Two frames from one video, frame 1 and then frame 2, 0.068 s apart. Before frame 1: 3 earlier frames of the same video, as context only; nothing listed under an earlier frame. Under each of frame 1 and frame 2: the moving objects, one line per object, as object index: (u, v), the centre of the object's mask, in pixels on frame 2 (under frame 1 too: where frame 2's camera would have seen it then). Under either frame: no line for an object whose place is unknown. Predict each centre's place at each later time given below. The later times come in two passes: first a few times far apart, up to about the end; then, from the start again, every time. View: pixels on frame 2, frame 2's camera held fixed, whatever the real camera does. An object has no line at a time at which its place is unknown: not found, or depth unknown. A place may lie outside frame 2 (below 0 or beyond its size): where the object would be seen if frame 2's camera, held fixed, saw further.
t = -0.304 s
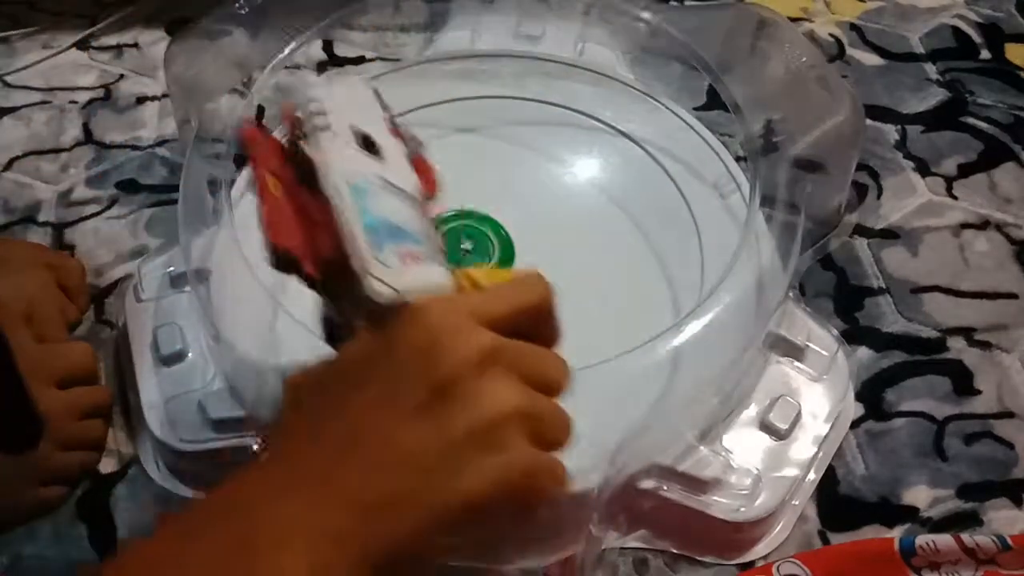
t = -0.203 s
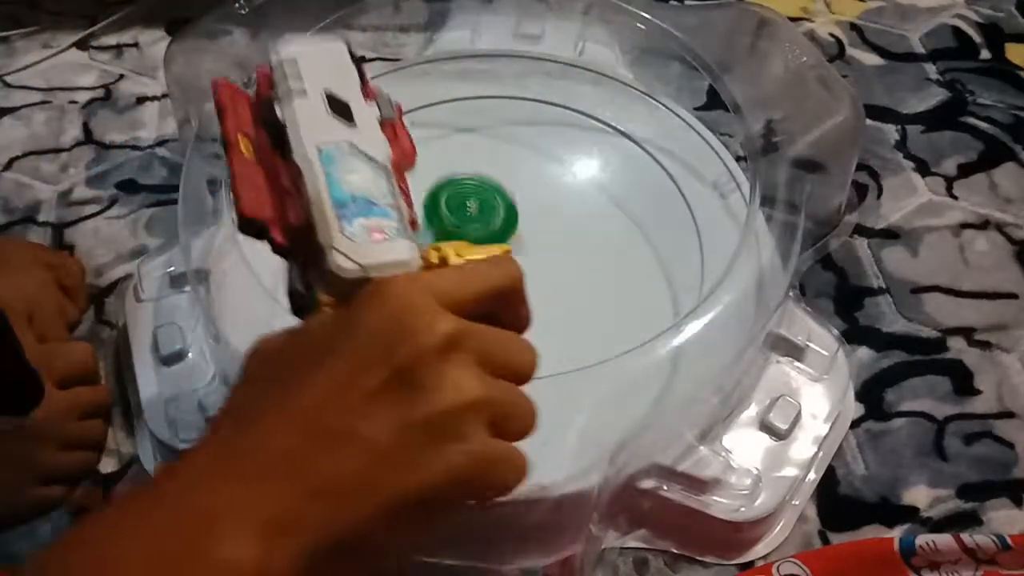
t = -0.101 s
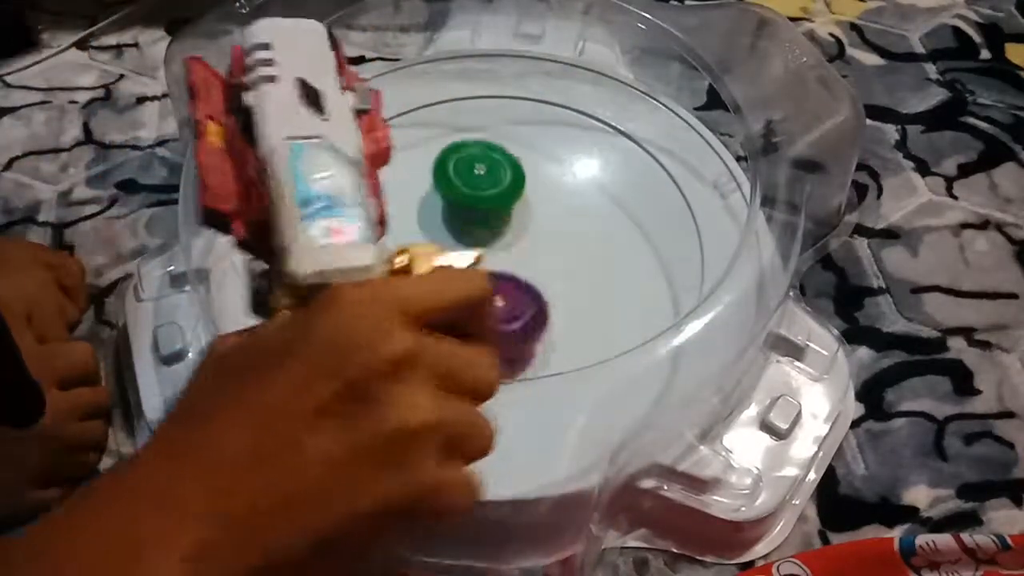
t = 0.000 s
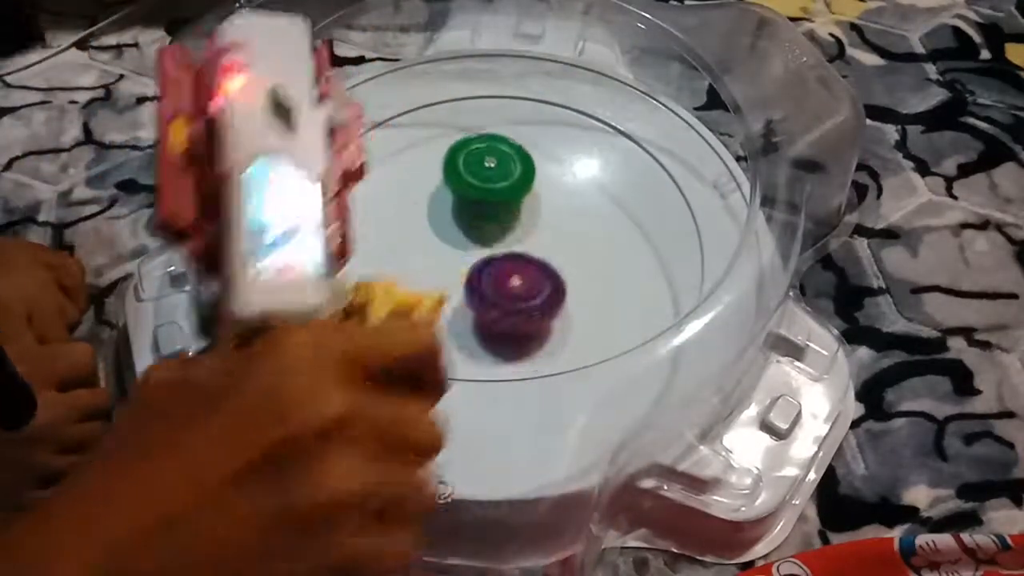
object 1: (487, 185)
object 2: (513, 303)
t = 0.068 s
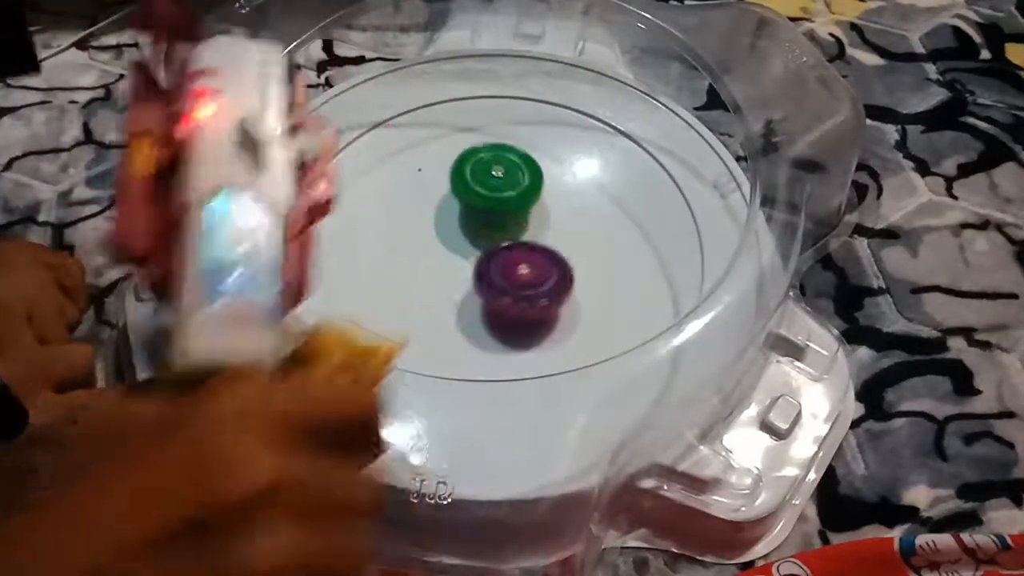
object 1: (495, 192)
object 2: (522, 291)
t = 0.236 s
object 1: (498, 208)
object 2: (556, 288)
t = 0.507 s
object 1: (501, 232)
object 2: (576, 294)
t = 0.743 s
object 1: (487, 240)
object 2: (578, 284)
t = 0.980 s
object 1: (470, 232)
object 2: (567, 260)
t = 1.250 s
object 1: (459, 225)
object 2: (561, 228)
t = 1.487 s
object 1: (452, 226)
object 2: (554, 209)
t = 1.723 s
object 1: (443, 233)
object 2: (535, 199)
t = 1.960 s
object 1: (438, 249)
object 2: (514, 189)
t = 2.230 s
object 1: (440, 265)
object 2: (486, 182)
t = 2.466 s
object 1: (456, 282)
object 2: (460, 187)
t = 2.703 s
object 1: (464, 283)
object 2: (433, 195)
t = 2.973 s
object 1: (478, 284)
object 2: (412, 212)
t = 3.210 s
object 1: (503, 272)
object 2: (409, 234)
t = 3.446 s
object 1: (519, 262)
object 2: (414, 257)
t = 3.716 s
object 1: (531, 247)
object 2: (432, 282)
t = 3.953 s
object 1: (533, 236)
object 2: (458, 301)
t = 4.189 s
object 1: (522, 222)
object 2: (489, 310)
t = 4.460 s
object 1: (501, 219)
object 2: (529, 308)
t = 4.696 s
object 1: (486, 229)
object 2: (558, 292)
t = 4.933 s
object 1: (474, 236)
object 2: (569, 268)
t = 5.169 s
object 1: (464, 247)
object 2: (574, 241)
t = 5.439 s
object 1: (466, 258)
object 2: (562, 215)
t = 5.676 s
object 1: (474, 263)
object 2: (541, 194)
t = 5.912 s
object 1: (480, 266)
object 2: (512, 178)
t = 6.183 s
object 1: (489, 276)
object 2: (469, 184)
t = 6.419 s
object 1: (500, 277)
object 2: (434, 202)
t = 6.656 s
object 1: (506, 272)
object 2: (417, 232)
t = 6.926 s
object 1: (518, 268)
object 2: (416, 256)
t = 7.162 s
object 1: (531, 252)
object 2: (428, 275)
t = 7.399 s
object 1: (538, 236)
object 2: (451, 288)
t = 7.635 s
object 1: (540, 203)
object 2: (471, 307)
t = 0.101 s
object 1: (498, 195)
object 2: (527, 287)
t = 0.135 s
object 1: (500, 198)
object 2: (531, 283)
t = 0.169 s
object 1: (499, 201)
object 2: (540, 283)
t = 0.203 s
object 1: (498, 204)
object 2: (549, 286)
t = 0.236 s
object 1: (498, 208)
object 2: (556, 288)
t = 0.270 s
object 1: (498, 212)
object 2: (561, 290)
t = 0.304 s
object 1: (499, 215)
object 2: (565, 292)
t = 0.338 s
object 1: (500, 219)
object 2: (567, 293)
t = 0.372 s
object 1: (501, 222)
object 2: (569, 293)
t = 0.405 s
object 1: (503, 226)
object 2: (569, 293)
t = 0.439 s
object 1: (504, 229)
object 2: (571, 293)
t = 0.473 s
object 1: (503, 230)
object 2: (574, 293)
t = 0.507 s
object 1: (501, 232)
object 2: (576, 294)
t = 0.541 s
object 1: (501, 235)
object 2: (576, 293)
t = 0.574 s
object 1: (500, 236)
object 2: (577, 293)
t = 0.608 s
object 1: (497, 237)
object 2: (579, 292)
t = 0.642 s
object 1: (494, 237)
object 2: (579, 291)
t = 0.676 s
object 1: (492, 238)
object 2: (579, 289)
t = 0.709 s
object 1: (491, 239)
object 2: (577, 286)
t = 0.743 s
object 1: (487, 240)
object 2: (578, 284)
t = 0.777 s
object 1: (483, 239)
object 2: (578, 281)
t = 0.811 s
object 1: (481, 238)
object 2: (576, 278)
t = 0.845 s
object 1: (479, 237)
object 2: (574, 274)
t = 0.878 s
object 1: (478, 236)
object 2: (571, 271)
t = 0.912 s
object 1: (474, 235)
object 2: (571, 267)
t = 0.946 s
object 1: (472, 233)
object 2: (569, 263)
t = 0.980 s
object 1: (470, 232)
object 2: (567, 260)
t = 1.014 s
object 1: (468, 231)
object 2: (567, 256)
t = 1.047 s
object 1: (466, 230)
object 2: (567, 251)
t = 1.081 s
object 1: (464, 229)
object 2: (566, 247)
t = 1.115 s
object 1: (464, 228)
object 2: (565, 243)
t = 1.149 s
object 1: (463, 228)
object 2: (564, 239)
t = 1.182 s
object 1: (461, 226)
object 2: (563, 235)
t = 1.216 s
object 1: (460, 226)
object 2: (562, 232)
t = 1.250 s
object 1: (459, 225)
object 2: (561, 228)
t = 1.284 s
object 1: (458, 225)
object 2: (560, 225)
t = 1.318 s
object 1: (457, 224)
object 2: (558, 222)
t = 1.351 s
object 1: (456, 224)
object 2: (557, 219)
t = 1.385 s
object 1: (454, 225)
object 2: (557, 216)
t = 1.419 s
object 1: (453, 226)
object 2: (557, 213)
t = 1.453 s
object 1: (452, 226)
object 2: (556, 211)
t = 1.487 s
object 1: (452, 226)
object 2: (554, 209)
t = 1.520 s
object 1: (452, 226)
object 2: (551, 208)
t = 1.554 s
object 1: (451, 227)
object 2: (549, 206)
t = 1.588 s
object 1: (448, 229)
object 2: (547, 204)
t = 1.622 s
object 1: (446, 230)
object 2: (545, 202)
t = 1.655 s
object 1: (445, 231)
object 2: (542, 201)
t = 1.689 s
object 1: (445, 232)
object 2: (538, 200)
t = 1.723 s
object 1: (443, 233)
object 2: (535, 199)
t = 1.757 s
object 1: (441, 236)
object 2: (533, 197)
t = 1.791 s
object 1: (440, 238)
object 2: (530, 196)
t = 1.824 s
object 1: (440, 240)
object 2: (527, 195)
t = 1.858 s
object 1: (440, 242)
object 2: (523, 194)
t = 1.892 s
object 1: (439, 245)
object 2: (521, 192)
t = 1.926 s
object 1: (438, 247)
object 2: (518, 190)
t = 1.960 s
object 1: (438, 249)
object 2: (514, 189)
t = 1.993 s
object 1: (438, 250)
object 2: (510, 188)
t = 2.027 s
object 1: (438, 252)
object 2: (507, 187)
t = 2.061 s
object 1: (438, 255)
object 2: (504, 185)
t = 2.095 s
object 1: (438, 256)
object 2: (500, 183)
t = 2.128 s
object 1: (438, 258)
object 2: (497, 183)
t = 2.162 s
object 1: (439, 259)
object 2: (493, 183)
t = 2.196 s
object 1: (439, 262)
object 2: (490, 182)
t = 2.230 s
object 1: (440, 265)
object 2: (486, 182)
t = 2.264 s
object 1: (442, 267)
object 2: (483, 181)
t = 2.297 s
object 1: (444, 269)
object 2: (479, 182)
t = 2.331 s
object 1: (446, 273)
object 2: (476, 183)
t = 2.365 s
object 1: (449, 275)
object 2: (472, 184)
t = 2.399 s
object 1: (452, 278)
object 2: (468, 185)
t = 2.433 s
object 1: (454, 281)
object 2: (464, 186)
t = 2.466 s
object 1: (456, 282)
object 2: (460, 187)
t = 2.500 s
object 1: (458, 282)
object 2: (456, 188)
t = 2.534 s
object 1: (459, 282)
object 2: (452, 189)
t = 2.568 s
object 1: (460, 283)
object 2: (448, 190)
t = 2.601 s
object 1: (461, 284)
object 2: (444, 191)
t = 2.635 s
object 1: (462, 284)
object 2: (440, 192)
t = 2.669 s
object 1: (462, 283)
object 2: (437, 194)
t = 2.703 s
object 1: (464, 283)
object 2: (433, 195)
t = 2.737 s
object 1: (465, 283)
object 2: (428, 197)
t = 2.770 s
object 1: (467, 283)
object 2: (424, 199)
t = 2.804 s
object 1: (468, 282)
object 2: (421, 201)
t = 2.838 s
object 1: (469, 282)
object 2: (419, 203)
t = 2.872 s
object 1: (471, 282)
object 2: (416, 205)
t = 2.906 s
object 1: (474, 283)
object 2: (414, 207)
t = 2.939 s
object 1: (476, 283)
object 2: (412, 209)
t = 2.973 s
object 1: (478, 284)
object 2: (412, 212)
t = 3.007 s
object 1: (481, 284)
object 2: (411, 215)
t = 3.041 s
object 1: (484, 283)
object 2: (412, 218)
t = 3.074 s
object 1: (489, 281)
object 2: (412, 222)
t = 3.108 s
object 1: (494, 279)
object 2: (411, 225)
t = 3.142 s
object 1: (498, 277)
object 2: (410, 228)
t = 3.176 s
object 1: (500, 274)
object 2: (410, 231)
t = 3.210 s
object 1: (503, 272)
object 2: (409, 234)
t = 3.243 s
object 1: (505, 271)
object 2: (409, 237)
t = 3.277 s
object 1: (507, 271)
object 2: (409, 240)
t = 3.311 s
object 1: (509, 269)
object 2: (410, 244)
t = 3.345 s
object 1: (511, 268)
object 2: (411, 247)
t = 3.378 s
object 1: (514, 265)
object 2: (412, 250)
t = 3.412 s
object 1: (517, 264)
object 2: (412, 253)
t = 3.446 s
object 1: (519, 262)
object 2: (414, 257)
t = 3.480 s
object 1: (520, 259)
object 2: (415, 260)
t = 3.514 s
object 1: (522, 257)
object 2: (418, 263)
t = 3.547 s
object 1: (524, 254)
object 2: (419, 267)
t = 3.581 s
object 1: (525, 252)
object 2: (421, 270)
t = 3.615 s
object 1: (527, 250)
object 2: (423, 273)
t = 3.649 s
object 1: (528, 249)
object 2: (426, 276)
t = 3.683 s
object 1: (530, 248)
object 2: (429, 279)
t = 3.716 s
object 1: (531, 247)
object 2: (432, 282)
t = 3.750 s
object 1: (532, 246)
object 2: (436, 284)
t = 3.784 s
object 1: (533, 244)
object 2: (440, 287)
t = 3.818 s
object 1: (533, 242)
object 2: (443, 290)
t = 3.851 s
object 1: (534, 240)
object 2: (447, 293)
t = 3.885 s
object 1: (534, 239)
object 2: (451, 296)
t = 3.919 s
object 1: (534, 238)
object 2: (454, 299)
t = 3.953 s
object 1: (533, 236)
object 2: (458, 301)
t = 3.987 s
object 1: (532, 234)
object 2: (462, 303)
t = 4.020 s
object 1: (531, 233)
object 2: (466, 305)
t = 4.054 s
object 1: (530, 230)
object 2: (470, 306)
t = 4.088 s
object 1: (528, 228)
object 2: (474, 308)
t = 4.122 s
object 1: (527, 226)
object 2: (479, 309)
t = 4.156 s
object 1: (525, 224)
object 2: (484, 309)
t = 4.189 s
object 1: (522, 222)
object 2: (489, 310)
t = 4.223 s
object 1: (520, 221)
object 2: (493, 311)
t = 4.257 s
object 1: (517, 219)
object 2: (499, 311)
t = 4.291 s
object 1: (514, 218)
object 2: (504, 311)
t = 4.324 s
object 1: (512, 218)
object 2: (509, 311)
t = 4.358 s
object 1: (510, 218)
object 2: (514, 310)
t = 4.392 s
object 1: (507, 218)
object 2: (519, 310)
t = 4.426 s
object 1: (504, 219)
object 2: (524, 309)
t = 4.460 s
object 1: (501, 219)
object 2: (529, 308)
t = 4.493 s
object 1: (498, 220)
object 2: (534, 307)
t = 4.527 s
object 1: (496, 222)
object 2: (538, 304)
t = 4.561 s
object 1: (494, 224)
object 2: (543, 302)
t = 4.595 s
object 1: (492, 225)
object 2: (547, 299)
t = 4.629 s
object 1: (490, 226)
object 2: (551, 297)
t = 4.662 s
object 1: (488, 228)
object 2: (554, 294)
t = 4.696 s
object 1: (486, 229)
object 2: (558, 292)
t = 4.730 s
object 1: (485, 230)
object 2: (561, 289)
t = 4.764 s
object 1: (484, 232)
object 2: (563, 286)
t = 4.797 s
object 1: (482, 233)
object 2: (565, 282)
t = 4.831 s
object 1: (480, 233)
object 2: (566, 279)
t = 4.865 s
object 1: (478, 234)
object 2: (568, 275)
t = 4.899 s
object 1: (476, 235)
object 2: (568, 271)
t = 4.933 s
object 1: (474, 236)
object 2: (569, 268)
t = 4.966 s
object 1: (473, 237)
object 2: (570, 264)
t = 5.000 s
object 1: (471, 238)
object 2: (571, 261)
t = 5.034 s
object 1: (471, 240)
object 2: (571, 257)
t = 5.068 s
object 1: (469, 242)
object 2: (571, 253)
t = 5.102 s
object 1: (468, 243)
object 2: (571, 249)
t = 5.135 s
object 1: (468, 245)
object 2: (571, 246)
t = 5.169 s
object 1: (464, 247)
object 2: (574, 241)
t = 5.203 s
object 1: (462, 249)
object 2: (574, 237)
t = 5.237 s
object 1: (462, 251)
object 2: (572, 234)
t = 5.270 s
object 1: (463, 252)
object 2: (571, 231)
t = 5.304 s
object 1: (465, 253)
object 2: (569, 229)
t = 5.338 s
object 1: (467, 253)
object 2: (566, 227)
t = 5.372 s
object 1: (469, 254)
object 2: (564, 224)
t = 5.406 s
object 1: (467, 256)
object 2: (564, 220)
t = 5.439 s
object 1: (466, 258)
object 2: (562, 215)
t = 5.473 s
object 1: (467, 260)
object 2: (560, 212)
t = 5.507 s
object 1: (468, 261)
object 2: (558, 209)
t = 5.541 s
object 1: (471, 261)
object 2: (555, 207)
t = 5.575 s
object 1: (473, 261)
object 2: (551, 204)
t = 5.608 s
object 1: (474, 260)
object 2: (548, 202)
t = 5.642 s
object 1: (474, 262)
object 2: (545, 197)
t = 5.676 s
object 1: (474, 263)
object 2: (541, 194)
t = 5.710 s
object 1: (476, 263)
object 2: (537, 191)
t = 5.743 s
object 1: (477, 263)
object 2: (534, 188)
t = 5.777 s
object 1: (477, 264)
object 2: (530, 185)
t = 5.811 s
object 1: (478, 265)
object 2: (525, 183)
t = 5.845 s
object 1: (479, 266)
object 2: (521, 181)
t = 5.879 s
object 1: (480, 266)
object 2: (517, 179)
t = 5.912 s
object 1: (480, 266)
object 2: (512, 178)
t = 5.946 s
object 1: (481, 267)
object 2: (507, 178)
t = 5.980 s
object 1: (482, 269)
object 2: (503, 177)
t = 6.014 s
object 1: (482, 270)
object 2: (498, 177)
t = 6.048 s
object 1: (483, 272)
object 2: (493, 178)
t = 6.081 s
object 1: (484, 273)
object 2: (487, 179)
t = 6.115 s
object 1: (485, 273)
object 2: (481, 180)
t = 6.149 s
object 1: (488, 275)
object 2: (475, 182)
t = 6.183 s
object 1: (489, 276)
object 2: (469, 184)
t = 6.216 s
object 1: (490, 277)
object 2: (463, 187)
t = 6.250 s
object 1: (492, 277)
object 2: (458, 190)
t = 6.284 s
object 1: (493, 278)
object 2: (452, 193)
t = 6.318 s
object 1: (495, 278)
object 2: (447, 196)
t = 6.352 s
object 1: (496, 277)
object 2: (443, 199)
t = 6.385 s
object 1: (497, 277)
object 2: (439, 199)
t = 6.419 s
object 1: (500, 277)
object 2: (434, 202)
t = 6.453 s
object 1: (501, 277)
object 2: (430, 205)
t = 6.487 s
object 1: (502, 276)
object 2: (428, 209)
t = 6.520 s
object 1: (504, 275)
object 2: (425, 212)
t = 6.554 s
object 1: (506, 275)
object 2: (421, 221)
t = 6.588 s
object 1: (507, 273)
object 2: (419, 225)
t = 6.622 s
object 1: (506, 273)
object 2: (418, 229)
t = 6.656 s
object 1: (506, 272)
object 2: (417, 232)
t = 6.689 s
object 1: (507, 272)
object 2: (415, 235)
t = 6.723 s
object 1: (507, 272)
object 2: (414, 239)
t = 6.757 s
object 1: (508, 272)
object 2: (414, 242)
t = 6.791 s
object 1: (510, 272)
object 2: (413, 245)
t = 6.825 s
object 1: (512, 271)
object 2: (413, 249)
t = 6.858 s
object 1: (513, 271)
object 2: (414, 251)
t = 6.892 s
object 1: (515, 270)
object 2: (415, 254)
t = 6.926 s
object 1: (518, 268)
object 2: (416, 256)
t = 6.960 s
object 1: (520, 266)
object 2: (417, 259)
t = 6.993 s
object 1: (522, 264)
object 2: (419, 262)
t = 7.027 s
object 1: (524, 261)
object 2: (420, 264)
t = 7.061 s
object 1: (526, 259)
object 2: (421, 267)
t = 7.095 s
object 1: (527, 256)
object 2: (423, 270)
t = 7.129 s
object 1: (530, 254)
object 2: (426, 273)
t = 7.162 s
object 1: (531, 252)
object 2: (428, 275)
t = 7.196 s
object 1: (532, 250)
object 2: (432, 278)
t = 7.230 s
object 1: (537, 244)
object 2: (430, 282)
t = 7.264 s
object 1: (540, 240)
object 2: (431, 287)
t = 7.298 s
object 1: (541, 237)
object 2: (435, 289)
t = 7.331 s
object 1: (540, 236)
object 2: (440, 289)
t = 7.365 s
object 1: (539, 236)
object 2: (445, 289)
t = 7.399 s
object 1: (538, 236)
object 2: (451, 288)
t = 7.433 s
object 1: (538, 235)
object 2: (455, 289)
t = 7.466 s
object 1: (539, 232)
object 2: (459, 290)
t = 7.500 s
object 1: (538, 229)
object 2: (463, 291)
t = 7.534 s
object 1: (539, 223)
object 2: (463, 297)
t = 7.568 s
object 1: (541, 214)
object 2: (464, 304)
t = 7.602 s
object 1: (541, 207)
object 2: (467, 307)
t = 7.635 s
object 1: (540, 203)
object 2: (471, 307)
